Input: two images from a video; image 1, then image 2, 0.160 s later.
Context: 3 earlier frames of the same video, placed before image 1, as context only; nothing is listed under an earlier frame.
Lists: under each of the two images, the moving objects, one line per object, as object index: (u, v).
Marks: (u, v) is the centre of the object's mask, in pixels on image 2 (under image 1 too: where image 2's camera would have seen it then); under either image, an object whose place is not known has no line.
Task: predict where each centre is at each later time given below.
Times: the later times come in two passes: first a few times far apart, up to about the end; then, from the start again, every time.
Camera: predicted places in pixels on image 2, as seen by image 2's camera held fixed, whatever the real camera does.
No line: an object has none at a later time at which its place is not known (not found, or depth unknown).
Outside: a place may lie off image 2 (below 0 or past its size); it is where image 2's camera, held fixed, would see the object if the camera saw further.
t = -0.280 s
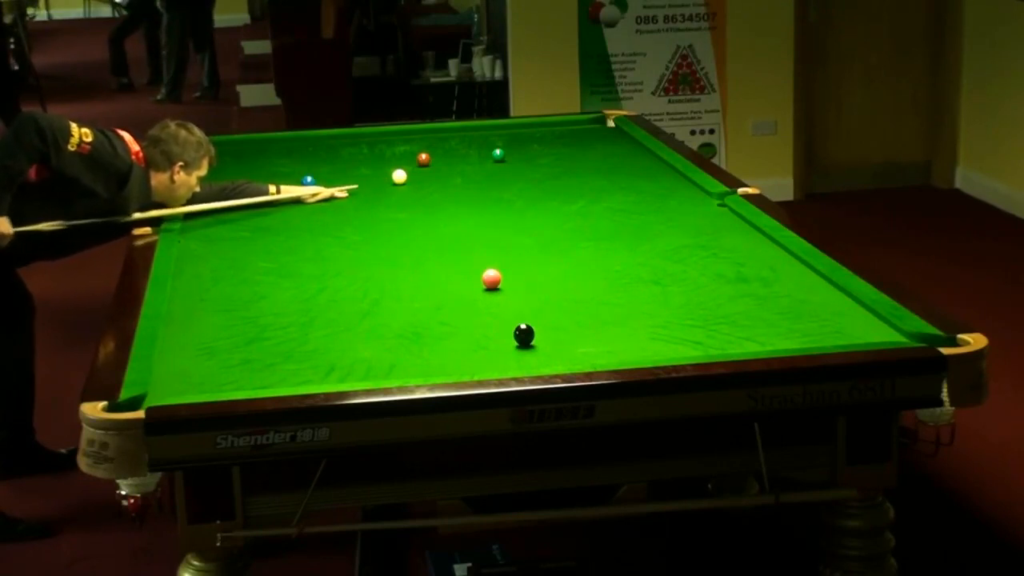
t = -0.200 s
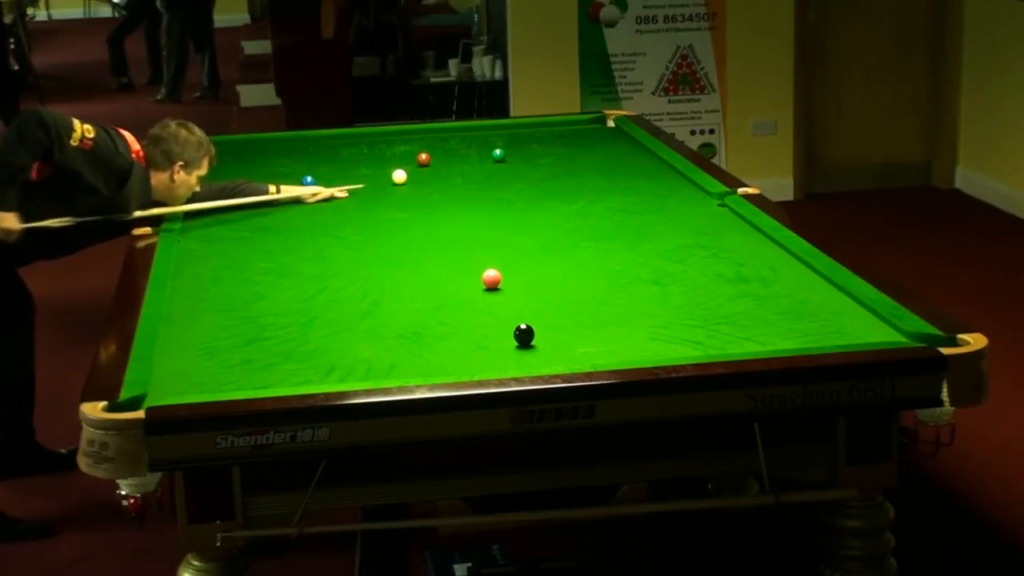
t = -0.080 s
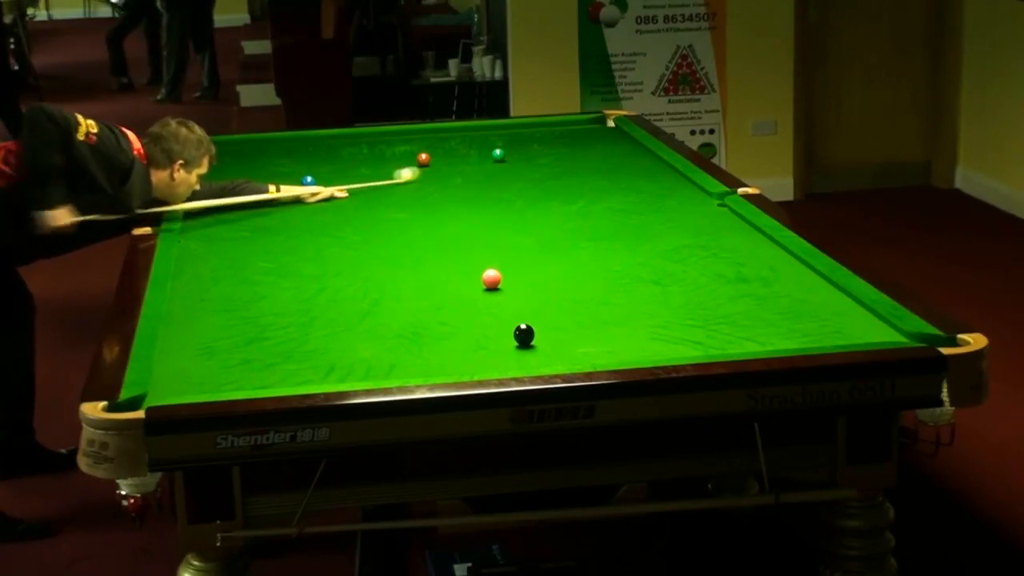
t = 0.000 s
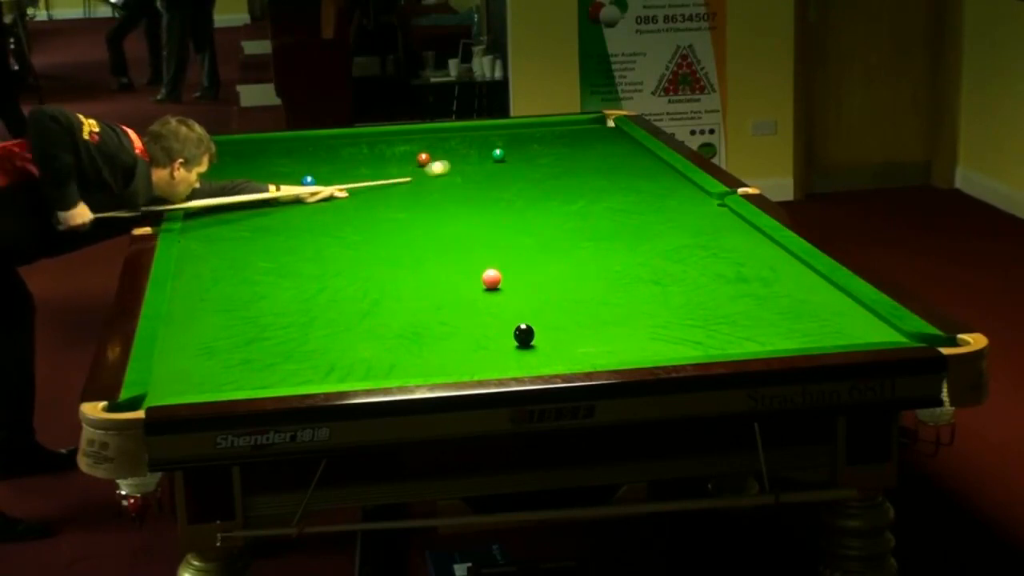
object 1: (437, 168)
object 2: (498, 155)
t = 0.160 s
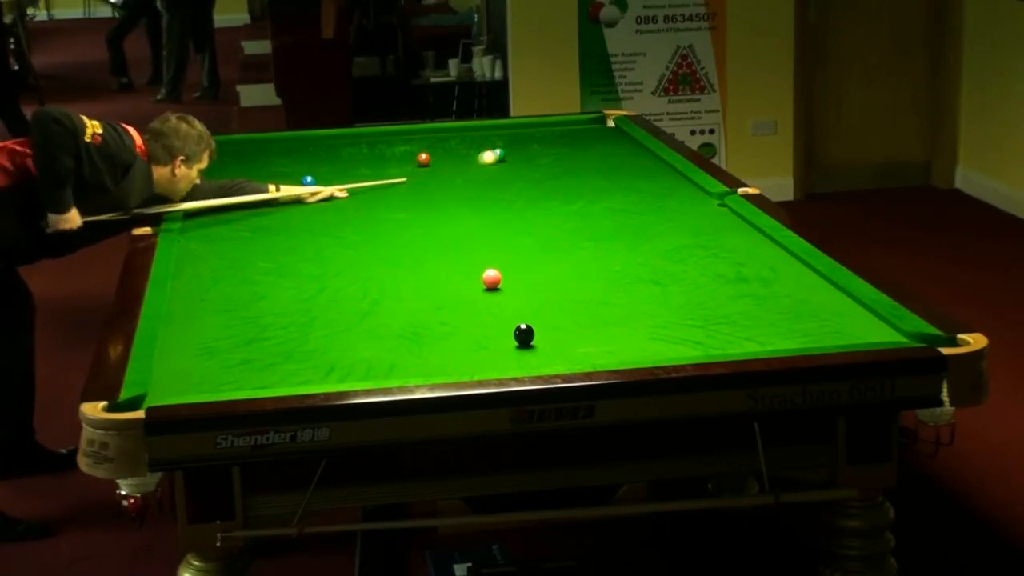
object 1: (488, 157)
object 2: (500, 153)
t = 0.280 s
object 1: (497, 157)
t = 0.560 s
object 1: (507, 158)
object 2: (552, 137)
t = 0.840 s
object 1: (516, 159)
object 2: (583, 126)
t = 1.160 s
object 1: (525, 160)
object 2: (609, 122)
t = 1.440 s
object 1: (530, 161)
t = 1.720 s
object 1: (535, 161)
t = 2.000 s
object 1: (537, 162)
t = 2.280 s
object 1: (537, 162)
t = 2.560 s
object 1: (537, 162)
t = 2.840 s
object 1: (537, 162)
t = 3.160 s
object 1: (537, 162)
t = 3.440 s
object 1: (537, 162)
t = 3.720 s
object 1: (537, 162)
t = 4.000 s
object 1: (537, 162)
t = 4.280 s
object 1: (537, 162)
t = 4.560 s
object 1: (537, 162)
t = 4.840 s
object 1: (537, 162)
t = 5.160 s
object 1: (537, 162)
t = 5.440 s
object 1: (537, 162)
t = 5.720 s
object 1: (537, 162)
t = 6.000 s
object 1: (537, 162)
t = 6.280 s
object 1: (537, 162)
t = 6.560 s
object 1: (537, 162)
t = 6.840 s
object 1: (537, 162)
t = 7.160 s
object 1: (537, 162)
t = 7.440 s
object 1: (537, 162)
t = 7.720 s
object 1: (537, 162)
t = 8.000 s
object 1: (537, 162)
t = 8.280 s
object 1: (537, 162)
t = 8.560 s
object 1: (537, 162)
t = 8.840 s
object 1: (537, 162)
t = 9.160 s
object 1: (537, 162)
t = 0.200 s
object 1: (493, 157)
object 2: (504, 152)
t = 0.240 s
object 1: (495, 157)
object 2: (509, 151)
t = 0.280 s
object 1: (497, 157)
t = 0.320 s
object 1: (498, 157)
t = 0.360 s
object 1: (500, 158)
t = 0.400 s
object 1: (501, 158)
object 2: (532, 144)
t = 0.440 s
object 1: (503, 158)
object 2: (537, 142)
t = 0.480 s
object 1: (504, 158)
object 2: (542, 140)
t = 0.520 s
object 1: (506, 158)
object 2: (547, 139)
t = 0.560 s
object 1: (507, 158)
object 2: (552, 137)
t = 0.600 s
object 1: (508, 159)
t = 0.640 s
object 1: (510, 159)
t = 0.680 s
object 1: (511, 159)
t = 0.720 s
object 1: (512, 159)
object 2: (570, 131)
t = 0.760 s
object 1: (514, 159)
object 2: (575, 129)
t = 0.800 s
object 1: (515, 159)
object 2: (579, 128)
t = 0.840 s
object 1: (516, 159)
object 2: (583, 126)
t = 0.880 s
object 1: (517, 160)
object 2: (587, 125)
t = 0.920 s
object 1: (518, 160)
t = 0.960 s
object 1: (520, 160)
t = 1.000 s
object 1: (521, 160)
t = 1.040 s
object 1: (522, 160)
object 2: (605, 120)
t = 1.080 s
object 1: (523, 160)
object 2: (607, 119)
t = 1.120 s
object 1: (524, 160)
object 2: (607, 121)
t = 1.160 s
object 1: (525, 160)
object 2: (609, 122)
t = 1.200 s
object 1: (526, 160)
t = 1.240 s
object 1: (527, 161)
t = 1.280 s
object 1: (527, 161)
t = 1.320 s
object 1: (528, 161)
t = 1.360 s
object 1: (529, 161)
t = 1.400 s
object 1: (530, 161)
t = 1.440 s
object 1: (530, 161)
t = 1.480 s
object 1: (531, 161)
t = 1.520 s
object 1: (532, 161)
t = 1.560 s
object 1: (532, 161)
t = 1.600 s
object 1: (533, 161)
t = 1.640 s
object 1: (533, 161)
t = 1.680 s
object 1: (534, 161)
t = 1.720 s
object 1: (535, 161)
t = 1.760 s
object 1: (535, 161)
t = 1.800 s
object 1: (536, 161)
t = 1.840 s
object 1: (536, 161)
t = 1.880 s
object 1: (536, 161)
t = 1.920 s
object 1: (536, 161)
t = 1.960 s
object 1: (537, 162)
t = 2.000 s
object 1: (537, 162)
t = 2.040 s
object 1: (537, 162)
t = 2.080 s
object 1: (537, 162)
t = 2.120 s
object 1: (537, 162)
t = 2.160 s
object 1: (537, 162)
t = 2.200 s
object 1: (537, 162)
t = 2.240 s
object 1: (537, 162)
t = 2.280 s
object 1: (537, 162)
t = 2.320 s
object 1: (537, 162)
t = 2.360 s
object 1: (537, 162)
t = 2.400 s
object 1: (537, 162)
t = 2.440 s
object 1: (537, 162)
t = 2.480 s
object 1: (537, 162)
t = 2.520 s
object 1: (537, 162)
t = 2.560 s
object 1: (537, 162)
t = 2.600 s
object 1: (537, 162)
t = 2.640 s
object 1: (537, 162)
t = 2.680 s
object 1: (537, 162)
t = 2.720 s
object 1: (537, 162)
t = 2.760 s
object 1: (537, 162)
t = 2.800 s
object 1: (537, 162)
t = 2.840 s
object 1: (537, 162)
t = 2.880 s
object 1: (537, 162)
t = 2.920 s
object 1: (537, 162)
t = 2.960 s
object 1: (537, 162)
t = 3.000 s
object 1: (537, 162)
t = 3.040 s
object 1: (537, 162)
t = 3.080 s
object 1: (537, 162)
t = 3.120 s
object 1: (537, 162)
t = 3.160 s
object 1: (537, 162)
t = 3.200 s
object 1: (537, 162)
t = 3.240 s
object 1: (537, 162)
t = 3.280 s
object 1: (537, 162)
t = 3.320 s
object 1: (537, 162)
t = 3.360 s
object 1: (537, 162)
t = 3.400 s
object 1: (537, 162)
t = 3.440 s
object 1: (537, 162)
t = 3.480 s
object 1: (537, 162)
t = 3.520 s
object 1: (537, 162)
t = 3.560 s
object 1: (537, 162)
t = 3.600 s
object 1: (537, 162)
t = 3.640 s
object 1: (537, 162)
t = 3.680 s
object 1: (537, 162)
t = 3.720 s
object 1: (537, 162)
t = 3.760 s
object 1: (537, 162)
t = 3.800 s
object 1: (537, 162)
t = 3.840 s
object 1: (537, 162)
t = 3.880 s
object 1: (537, 162)
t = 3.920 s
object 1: (537, 162)
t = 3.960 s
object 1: (537, 162)
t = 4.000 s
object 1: (537, 162)
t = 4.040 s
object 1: (537, 162)
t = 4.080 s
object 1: (537, 162)
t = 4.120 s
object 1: (537, 162)
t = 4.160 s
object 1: (537, 162)
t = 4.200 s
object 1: (537, 162)
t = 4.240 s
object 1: (537, 162)
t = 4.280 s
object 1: (537, 162)
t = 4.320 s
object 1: (537, 162)
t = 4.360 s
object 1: (537, 162)
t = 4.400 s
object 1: (537, 162)
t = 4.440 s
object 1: (537, 162)
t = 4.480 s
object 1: (537, 162)
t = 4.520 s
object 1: (537, 162)
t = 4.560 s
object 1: (537, 162)
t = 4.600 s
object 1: (537, 162)
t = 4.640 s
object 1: (537, 162)
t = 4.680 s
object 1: (537, 162)
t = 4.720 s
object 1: (537, 162)
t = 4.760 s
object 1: (537, 162)
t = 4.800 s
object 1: (537, 162)
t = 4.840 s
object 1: (537, 162)
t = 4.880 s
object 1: (537, 162)
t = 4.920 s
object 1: (537, 162)
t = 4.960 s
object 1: (537, 162)
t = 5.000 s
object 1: (537, 162)
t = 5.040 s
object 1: (537, 162)
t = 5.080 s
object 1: (537, 162)
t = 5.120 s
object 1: (537, 162)
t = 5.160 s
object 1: (537, 162)
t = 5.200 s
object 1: (537, 162)
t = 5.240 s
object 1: (537, 162)
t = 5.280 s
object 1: (537, 162)
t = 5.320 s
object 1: (537, 162)
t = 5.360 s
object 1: (537, 162)
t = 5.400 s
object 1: (537, 162)
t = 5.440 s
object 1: (537, 162)
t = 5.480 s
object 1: (537, 162)
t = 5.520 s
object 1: (537, 162)
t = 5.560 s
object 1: (537, 162)
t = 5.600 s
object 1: (537, 162)
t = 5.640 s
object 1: (537, 162)
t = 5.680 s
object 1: (537, 162)
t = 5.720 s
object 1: (537, 162)
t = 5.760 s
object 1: (537, 162)
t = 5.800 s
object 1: (537, 162)
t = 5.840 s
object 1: (537, 162)
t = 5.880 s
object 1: (537, 162)
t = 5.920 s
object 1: (537, 162)
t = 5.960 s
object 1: (537, 162)
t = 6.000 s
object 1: (537, 162)
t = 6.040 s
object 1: (537, 162)
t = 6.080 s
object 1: (537, 162)
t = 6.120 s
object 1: (537, 162)
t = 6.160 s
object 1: (537, 162)
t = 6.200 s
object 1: (537, 162)
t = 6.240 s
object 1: (537, 162)
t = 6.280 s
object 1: (537, 162)
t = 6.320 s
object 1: (537, 162)
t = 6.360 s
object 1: (537, 162)
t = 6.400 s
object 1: (537, 162)
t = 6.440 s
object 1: (537, 162)
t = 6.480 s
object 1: (537, 162)
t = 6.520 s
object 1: (537, 162)
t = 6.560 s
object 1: (537, 162)
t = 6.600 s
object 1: (537, 162)
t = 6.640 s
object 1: (537, 162)
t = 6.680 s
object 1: (537, 162)
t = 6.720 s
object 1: (537, 162)
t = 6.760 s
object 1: (537, 162)
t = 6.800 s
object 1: (537, 162)
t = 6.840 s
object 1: (537, 162)
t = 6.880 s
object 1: (537, 162)
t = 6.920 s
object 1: (537, 162)
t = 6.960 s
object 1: (537, 162)
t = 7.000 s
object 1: (537, 162)
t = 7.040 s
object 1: (537, 162)
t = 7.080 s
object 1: (537, 162)
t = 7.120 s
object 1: (537, 162)
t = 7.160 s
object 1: (537, 162)
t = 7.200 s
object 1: (537, 162)
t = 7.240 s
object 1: (537, 162)
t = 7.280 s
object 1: (537, 162)
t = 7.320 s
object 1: (537, 162)
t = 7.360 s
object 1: (537, 162)
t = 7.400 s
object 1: (537, 162)
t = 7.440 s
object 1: (537, 162)
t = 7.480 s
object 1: (537, 162)
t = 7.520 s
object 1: (537, 162)
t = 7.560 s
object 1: (537, 162)
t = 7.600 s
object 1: (537, 162)
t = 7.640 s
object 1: (537, 162)
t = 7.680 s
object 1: (537, 162)
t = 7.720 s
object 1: (537, 162)
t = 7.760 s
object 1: (537, 162)
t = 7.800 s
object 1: (537, 162)
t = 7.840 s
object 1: (537, 162)
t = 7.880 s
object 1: (537, 162)
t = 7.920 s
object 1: (537, 162)
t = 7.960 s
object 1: (537, 162)
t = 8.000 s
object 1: (537, 162)
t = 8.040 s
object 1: (537, 162)
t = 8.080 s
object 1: (537, 162)
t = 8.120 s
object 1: (537, 162)
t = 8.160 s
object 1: (537, 162)
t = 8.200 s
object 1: (537, 162)
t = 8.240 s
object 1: (537, 162)
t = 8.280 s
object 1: (537, 162)
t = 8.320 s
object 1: (537, 162)
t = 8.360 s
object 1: (537, 162)
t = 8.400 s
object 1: (537, 162)
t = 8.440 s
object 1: (537, 162)
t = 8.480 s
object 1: (537, 162)
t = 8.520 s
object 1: (537, 162)
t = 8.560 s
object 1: (537, 162)
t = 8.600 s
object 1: (537, 162)
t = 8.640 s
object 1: (537, 162)
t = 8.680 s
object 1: (537, 162)
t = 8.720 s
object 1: (537, 162)
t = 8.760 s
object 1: (537, 162)
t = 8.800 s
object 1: (537, 162)
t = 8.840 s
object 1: (537, 162)
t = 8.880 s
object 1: (537, 162)
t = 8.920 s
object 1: (537, 162)
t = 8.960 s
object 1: (537, 162)
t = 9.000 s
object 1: (537, 162)
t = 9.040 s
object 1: (537, 162)
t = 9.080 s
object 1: (537, 162)
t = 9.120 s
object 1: (537, 162)
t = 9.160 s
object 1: (537, 162)
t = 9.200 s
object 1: (537, 162)
